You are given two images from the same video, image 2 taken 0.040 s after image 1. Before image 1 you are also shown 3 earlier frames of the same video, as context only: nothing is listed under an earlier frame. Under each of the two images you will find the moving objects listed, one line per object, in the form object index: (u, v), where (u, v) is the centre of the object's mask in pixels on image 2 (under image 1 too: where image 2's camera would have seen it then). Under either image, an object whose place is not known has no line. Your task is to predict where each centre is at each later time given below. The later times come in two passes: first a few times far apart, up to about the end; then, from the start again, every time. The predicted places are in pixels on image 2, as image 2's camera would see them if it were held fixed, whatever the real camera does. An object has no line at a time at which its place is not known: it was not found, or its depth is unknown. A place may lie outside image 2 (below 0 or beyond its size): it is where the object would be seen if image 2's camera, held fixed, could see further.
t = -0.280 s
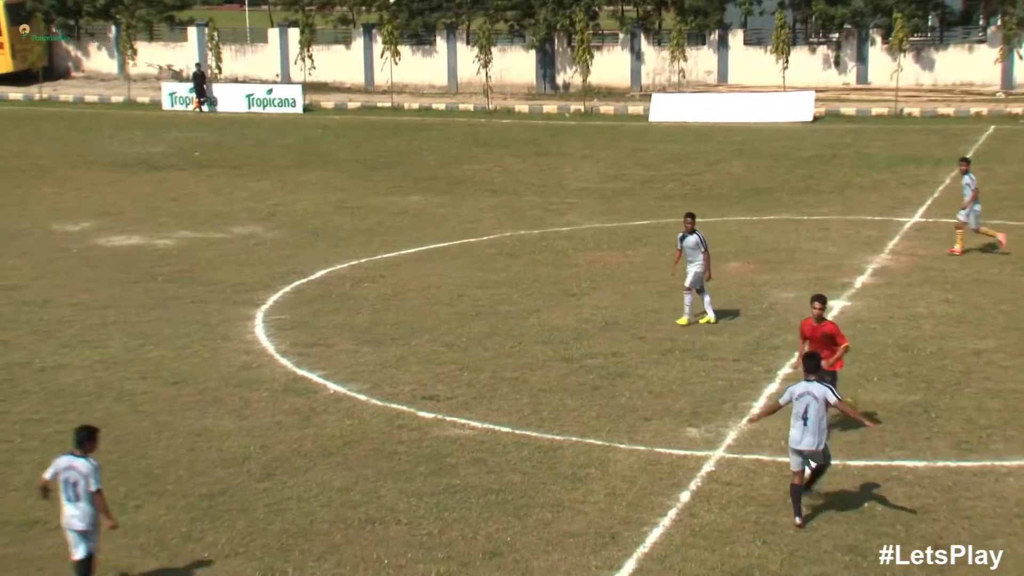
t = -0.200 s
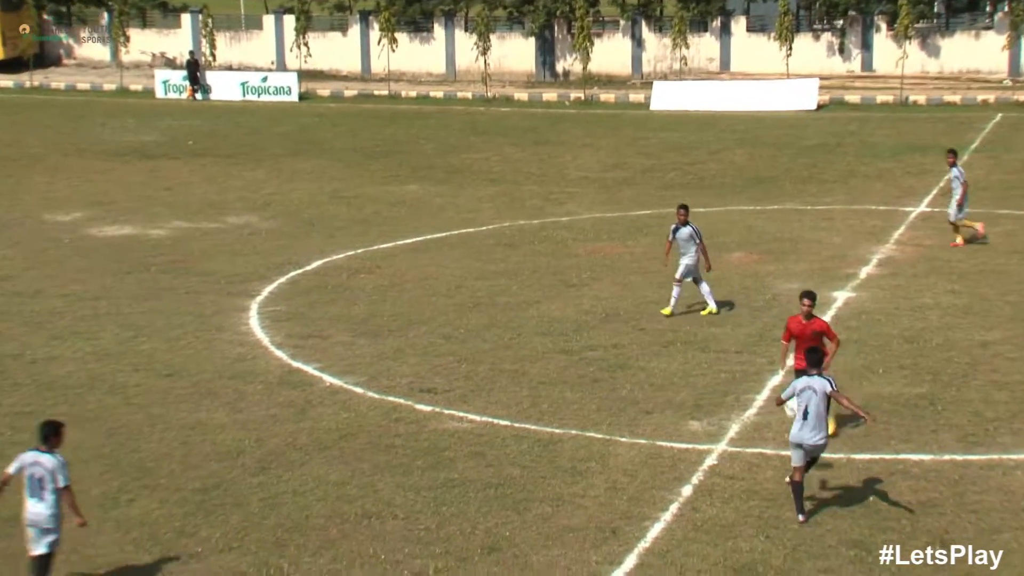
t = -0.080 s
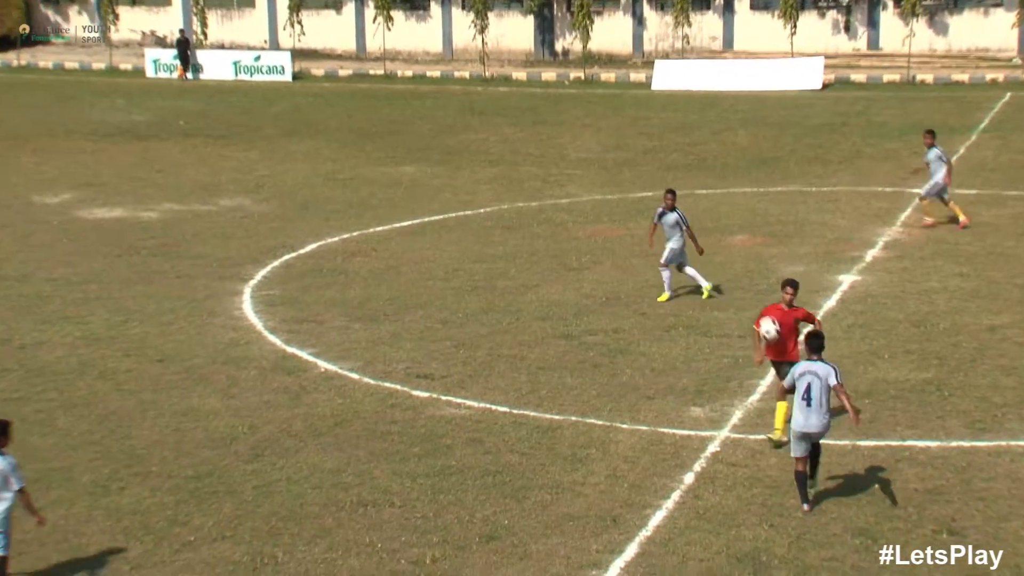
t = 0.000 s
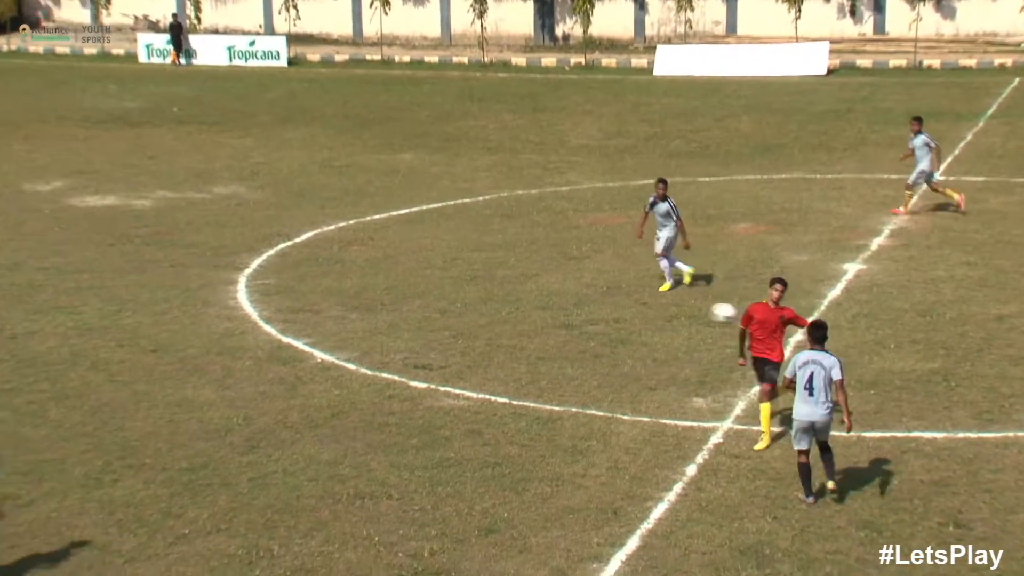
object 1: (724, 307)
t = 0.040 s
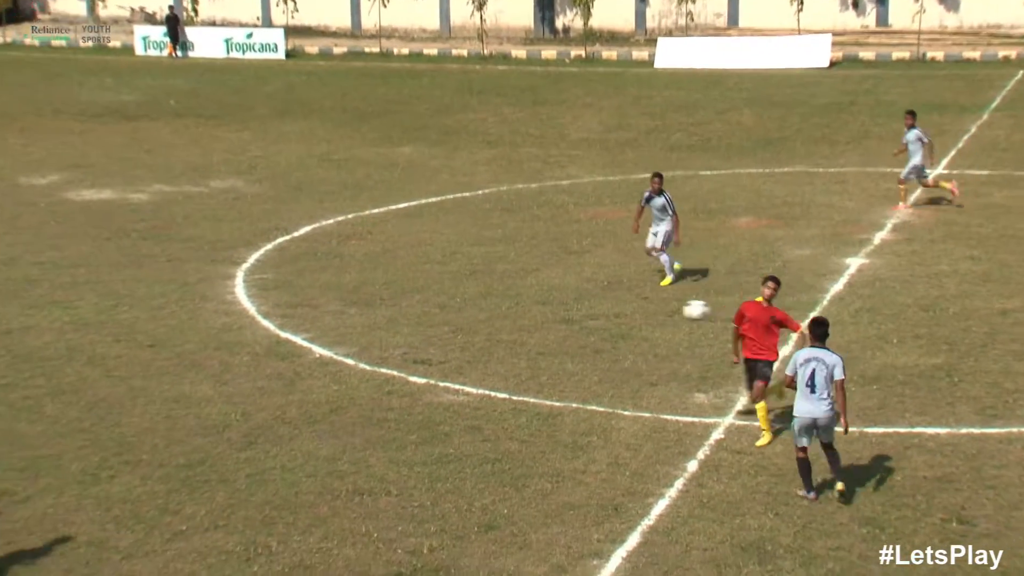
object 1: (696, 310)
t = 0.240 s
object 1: (551, 346)
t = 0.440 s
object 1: (403, 425)
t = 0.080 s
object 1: (668, 313)
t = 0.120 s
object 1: (640, 318)
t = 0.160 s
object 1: (610, 327)
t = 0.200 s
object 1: (580, 335)
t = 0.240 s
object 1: (551, 346)
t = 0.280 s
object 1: (522, 358)
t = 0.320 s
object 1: (492, 372)
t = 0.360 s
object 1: (465, 387)
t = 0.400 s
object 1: (433, 405)
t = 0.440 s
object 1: (403, 425)
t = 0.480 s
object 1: (374, 445)
